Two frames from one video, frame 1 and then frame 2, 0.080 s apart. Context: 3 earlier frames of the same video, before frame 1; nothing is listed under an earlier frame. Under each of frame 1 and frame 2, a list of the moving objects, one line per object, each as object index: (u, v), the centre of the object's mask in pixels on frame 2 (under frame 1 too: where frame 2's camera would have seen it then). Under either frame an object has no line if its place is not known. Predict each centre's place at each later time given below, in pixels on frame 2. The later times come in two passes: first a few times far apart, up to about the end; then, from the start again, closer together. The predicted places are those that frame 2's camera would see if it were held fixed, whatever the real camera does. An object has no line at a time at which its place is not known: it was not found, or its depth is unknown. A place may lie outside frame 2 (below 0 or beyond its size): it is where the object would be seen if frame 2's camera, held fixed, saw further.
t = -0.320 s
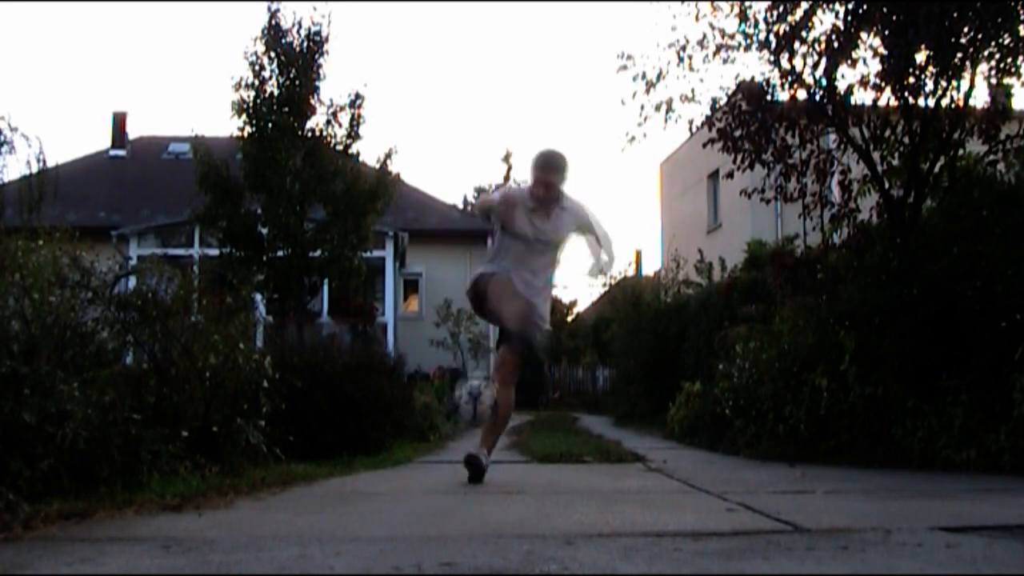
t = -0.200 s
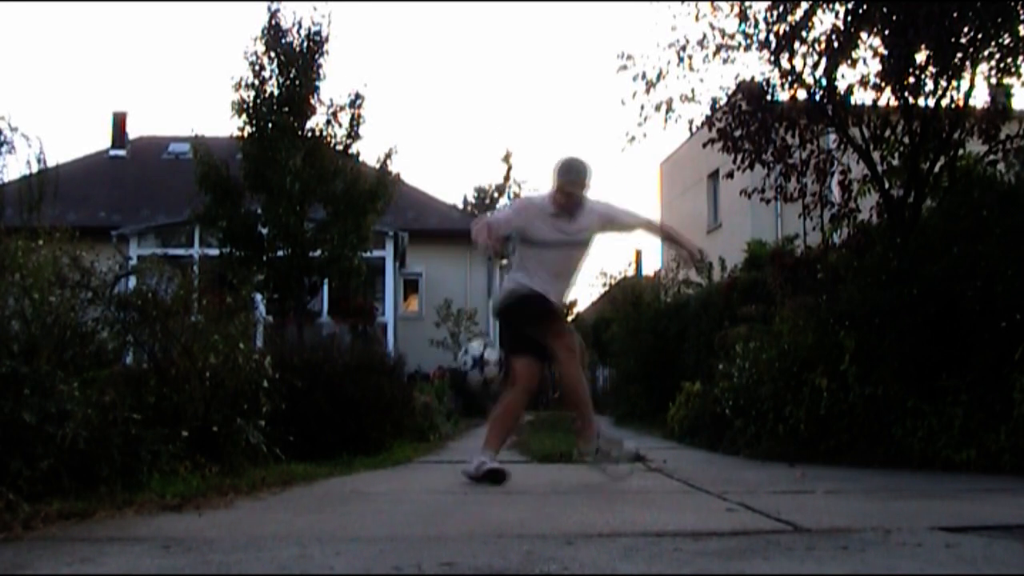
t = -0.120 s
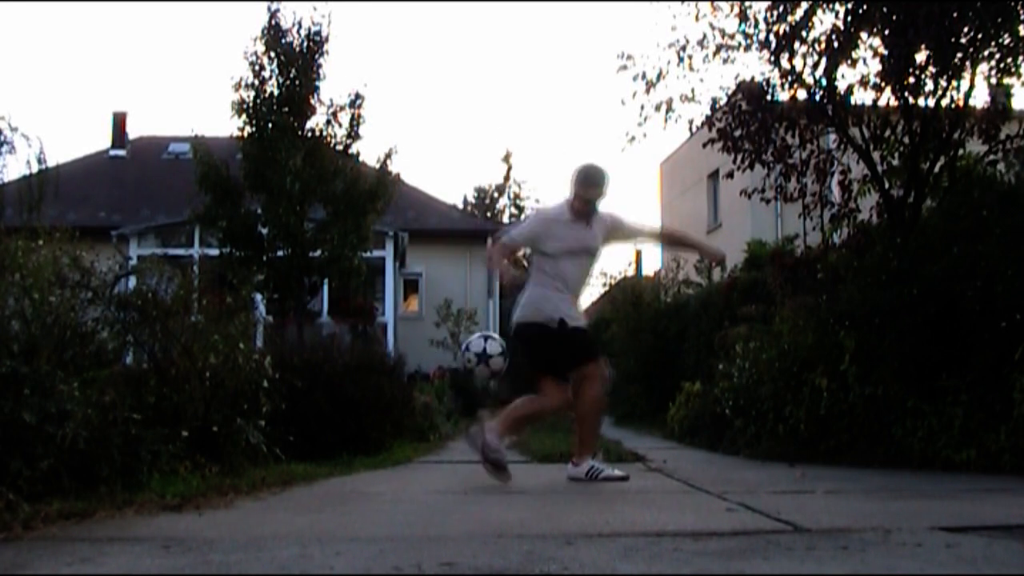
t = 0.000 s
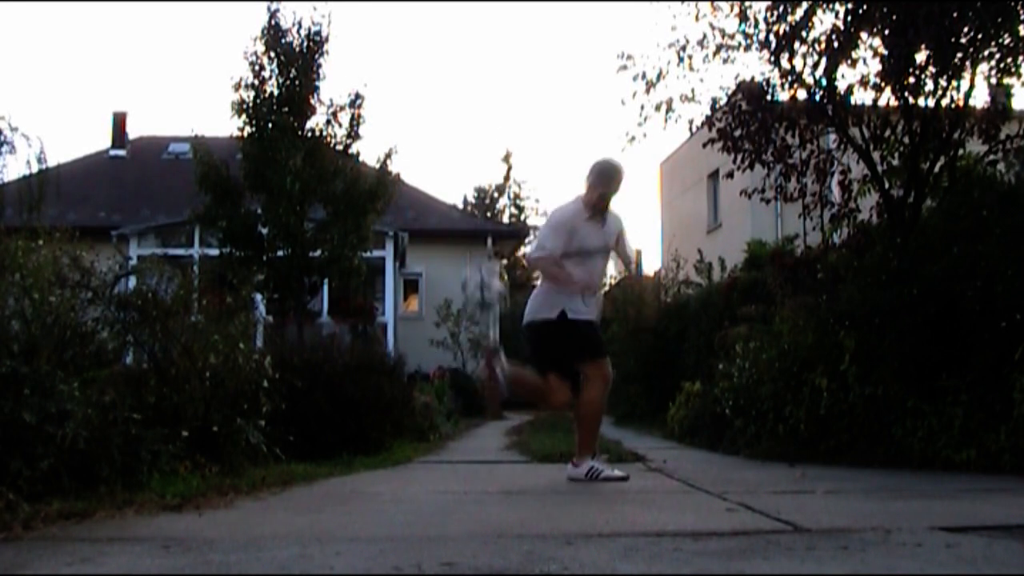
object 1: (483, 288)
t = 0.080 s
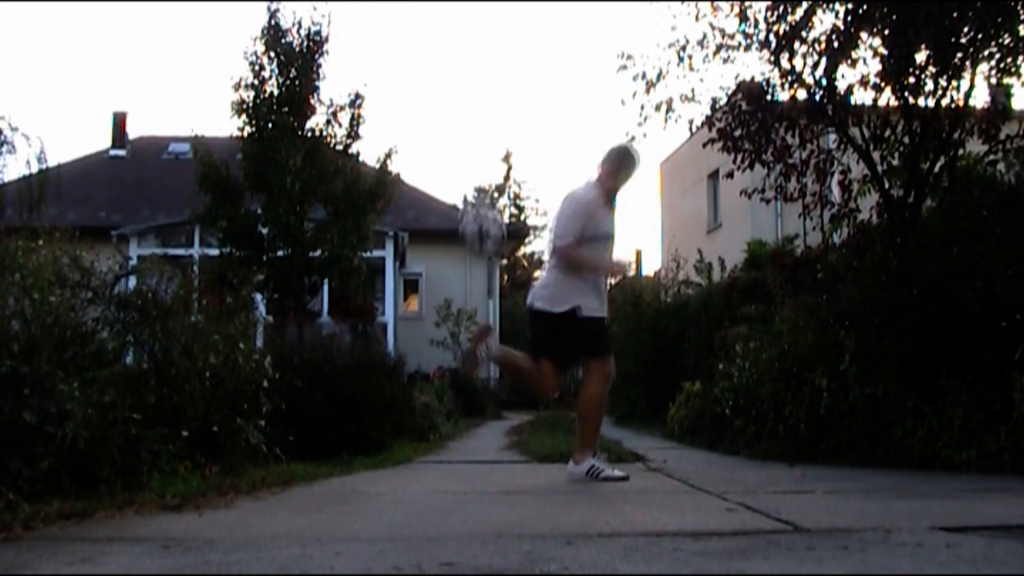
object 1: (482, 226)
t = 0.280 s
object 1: (475, 124)
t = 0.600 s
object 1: (465, 131)
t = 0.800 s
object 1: (460, 232)
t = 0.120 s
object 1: (480, 197)
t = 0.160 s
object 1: (478, 174)
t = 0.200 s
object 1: (478, 155)
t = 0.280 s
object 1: (475, 124)
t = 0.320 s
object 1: (474, 114)
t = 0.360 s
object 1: (473, 107)
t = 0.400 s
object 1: (471, 103)
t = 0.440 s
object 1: (470, 103)
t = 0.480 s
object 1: (469, 106)
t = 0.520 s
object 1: (468, 111)
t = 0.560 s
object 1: (467, 120)
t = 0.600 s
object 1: (465, 131)
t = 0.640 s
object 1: (464, 146)
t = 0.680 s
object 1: (463, 164)
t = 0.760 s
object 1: (462, 206)
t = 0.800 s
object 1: (460, 232)
